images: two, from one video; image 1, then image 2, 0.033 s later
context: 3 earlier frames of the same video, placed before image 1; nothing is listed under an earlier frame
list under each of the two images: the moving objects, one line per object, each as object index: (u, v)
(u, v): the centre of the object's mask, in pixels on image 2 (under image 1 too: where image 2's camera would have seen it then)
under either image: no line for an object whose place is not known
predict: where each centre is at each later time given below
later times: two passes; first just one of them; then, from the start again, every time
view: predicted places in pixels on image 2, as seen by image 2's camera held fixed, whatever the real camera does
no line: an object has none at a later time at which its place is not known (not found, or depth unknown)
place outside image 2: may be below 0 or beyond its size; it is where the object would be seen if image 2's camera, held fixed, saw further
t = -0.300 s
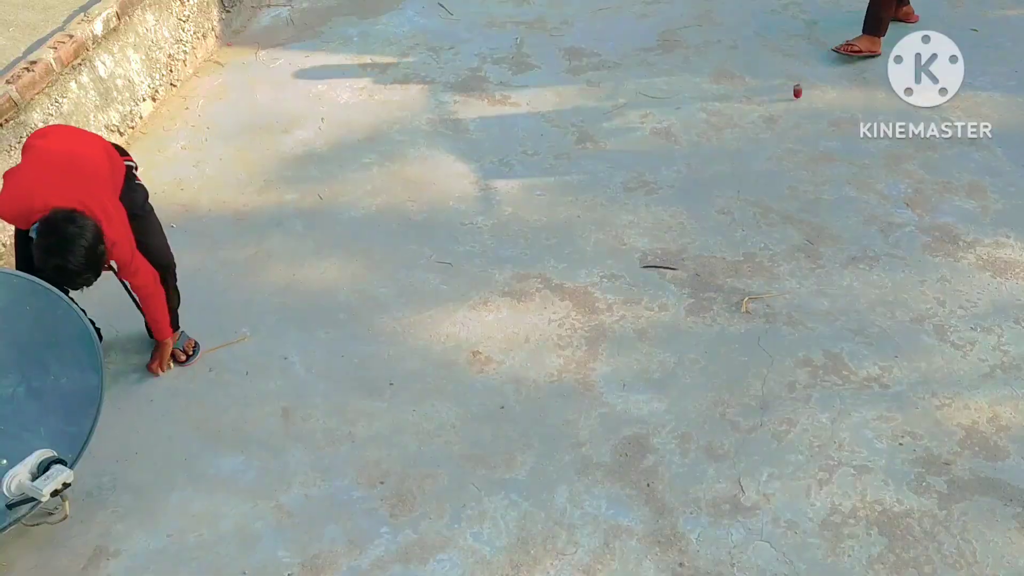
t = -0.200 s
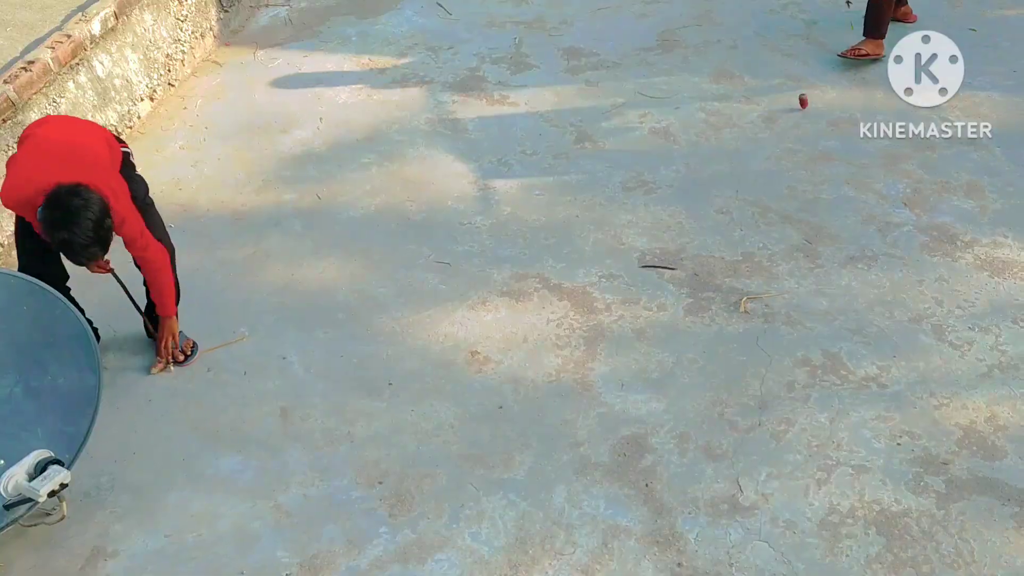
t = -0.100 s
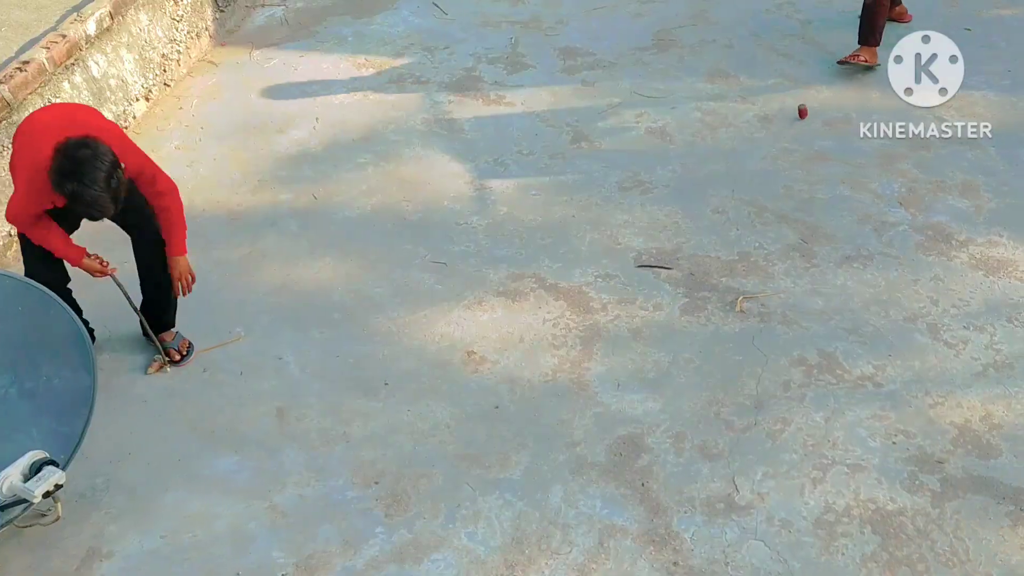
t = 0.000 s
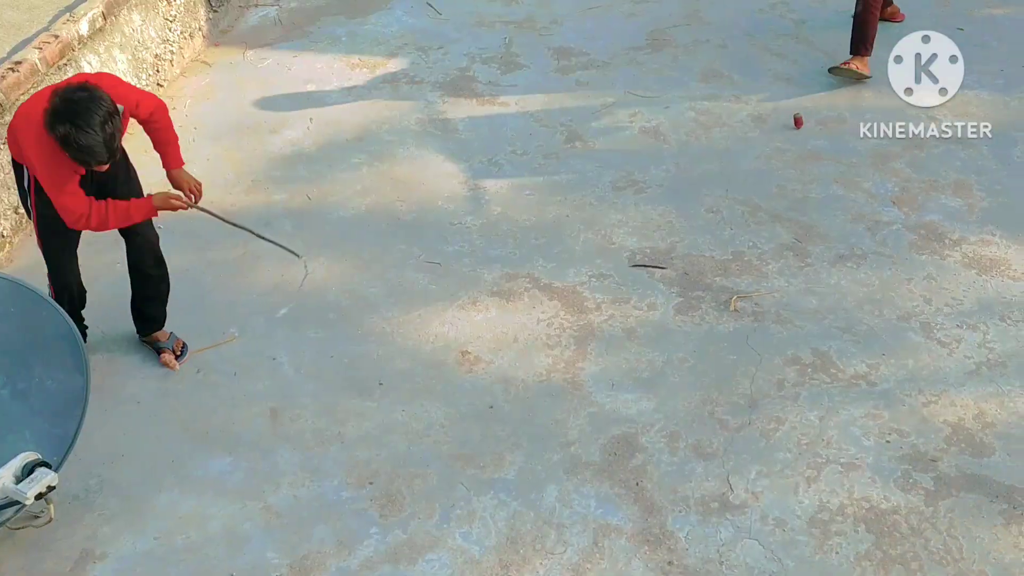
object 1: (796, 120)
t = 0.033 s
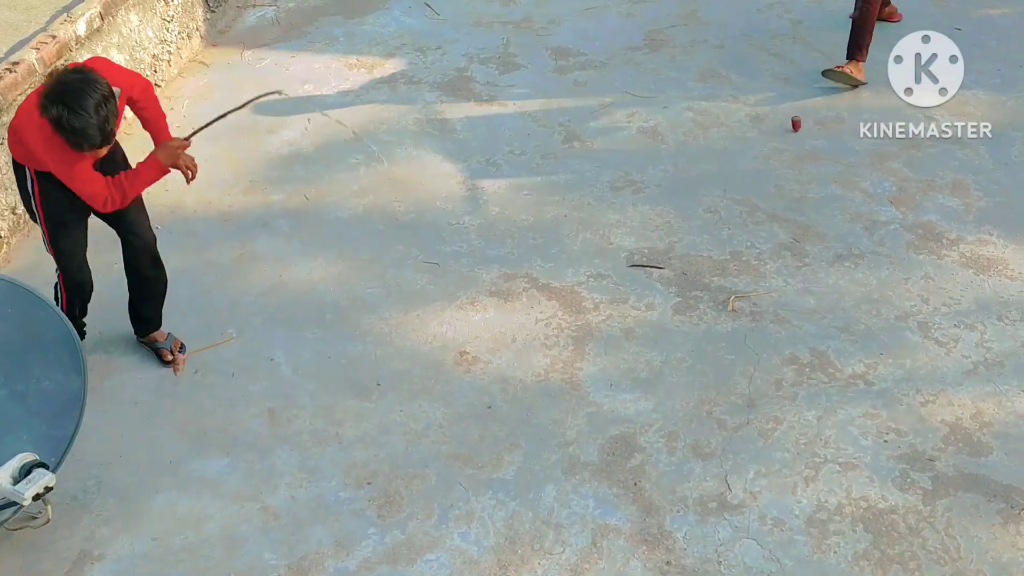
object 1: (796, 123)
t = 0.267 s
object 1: (783, 142)
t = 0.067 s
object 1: (795, 127)
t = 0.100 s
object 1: (794, 129)
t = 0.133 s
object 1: (792, 132)
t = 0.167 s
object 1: (790, 135)
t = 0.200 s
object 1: (788, 137)
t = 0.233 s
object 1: (785, 139)
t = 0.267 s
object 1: (783, 142)
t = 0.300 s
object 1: (780, 144)
